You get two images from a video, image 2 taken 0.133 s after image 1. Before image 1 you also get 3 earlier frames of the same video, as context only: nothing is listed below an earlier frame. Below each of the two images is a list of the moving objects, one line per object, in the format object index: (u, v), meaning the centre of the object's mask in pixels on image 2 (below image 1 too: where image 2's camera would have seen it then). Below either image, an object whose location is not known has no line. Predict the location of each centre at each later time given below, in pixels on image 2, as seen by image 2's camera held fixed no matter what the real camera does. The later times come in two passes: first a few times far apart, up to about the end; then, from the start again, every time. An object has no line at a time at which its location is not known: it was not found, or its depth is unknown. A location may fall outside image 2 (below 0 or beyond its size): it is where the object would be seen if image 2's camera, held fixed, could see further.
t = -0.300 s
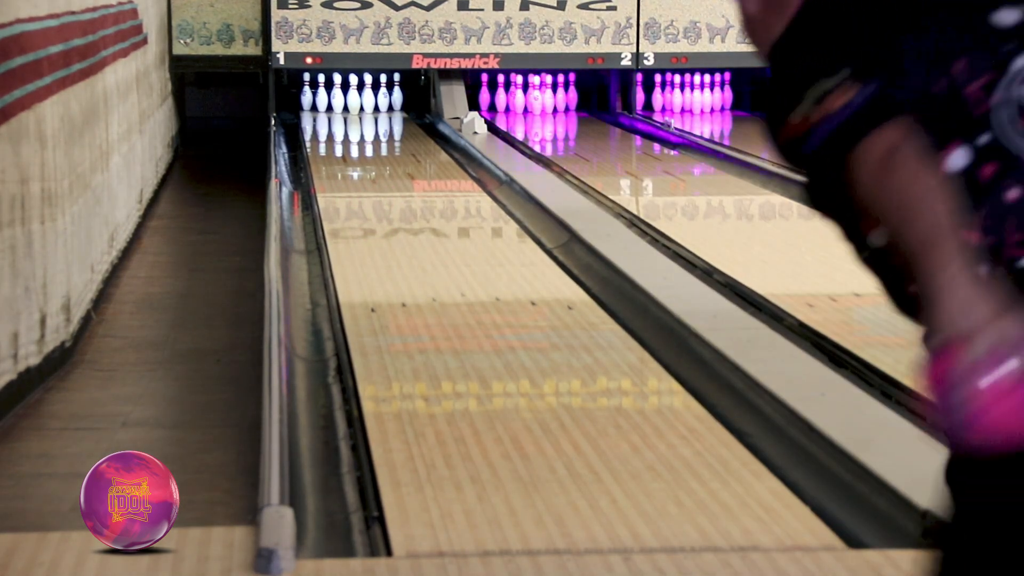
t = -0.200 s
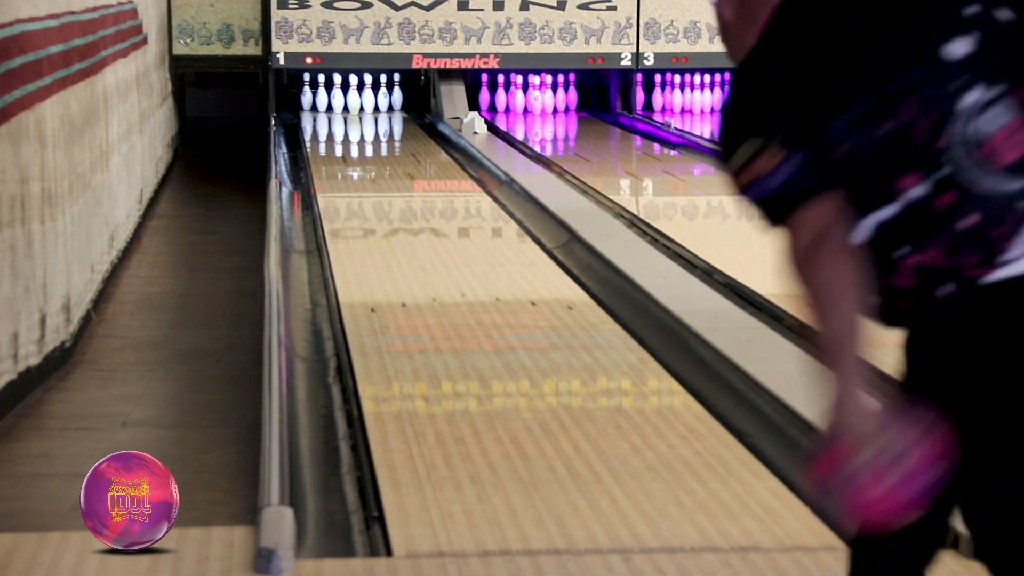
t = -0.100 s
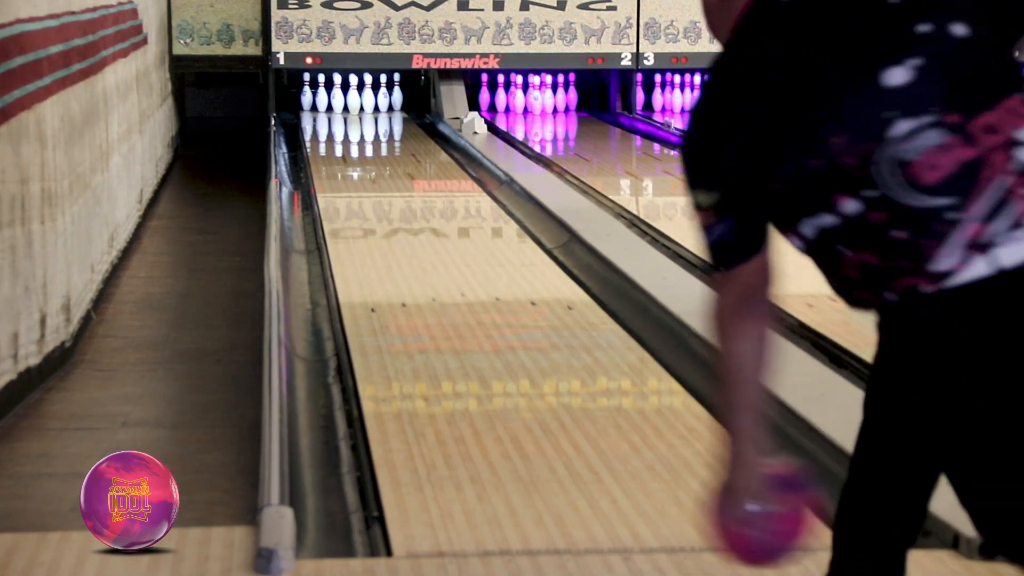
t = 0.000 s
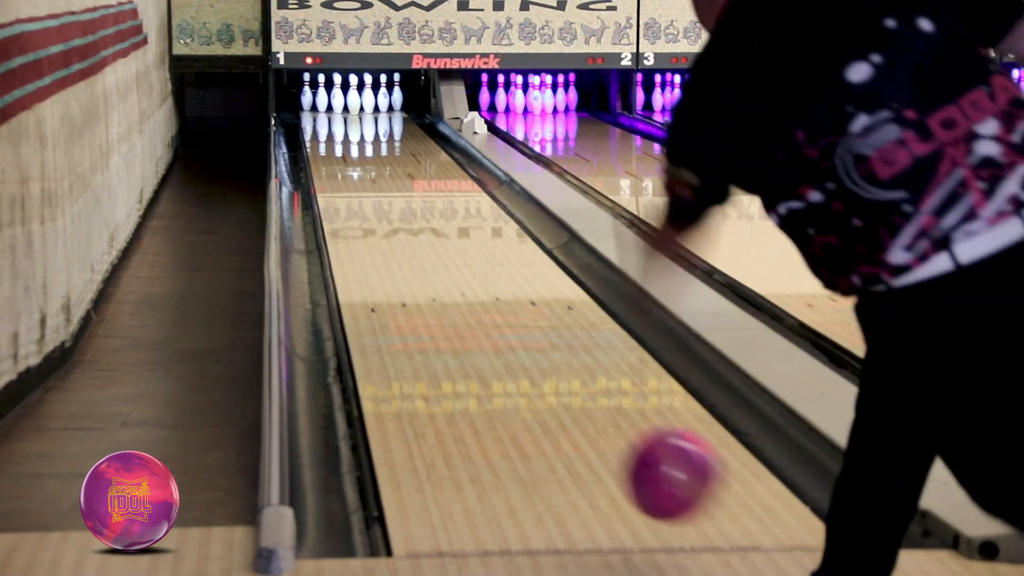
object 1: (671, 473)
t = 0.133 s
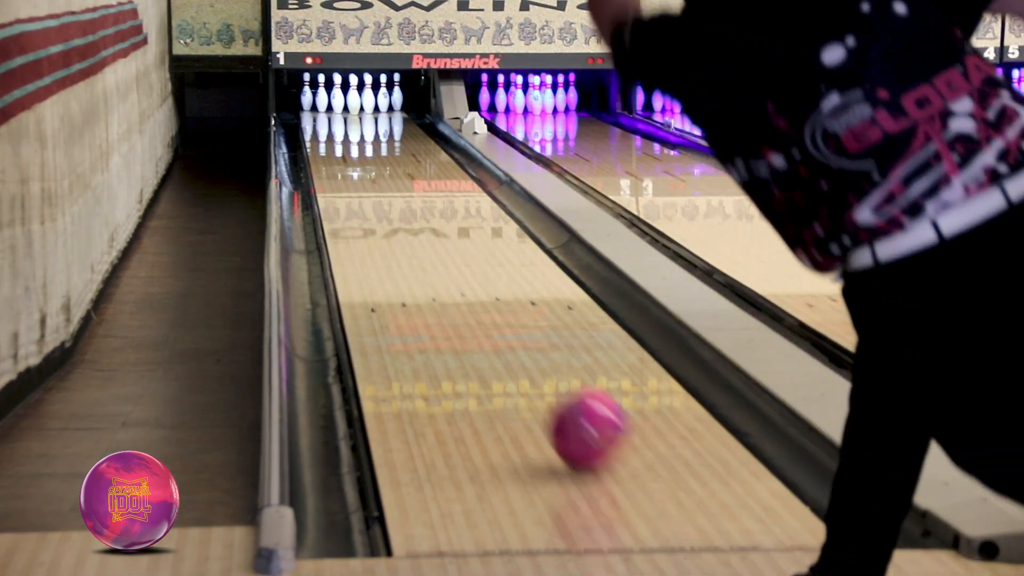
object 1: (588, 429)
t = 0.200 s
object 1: (557, 400)
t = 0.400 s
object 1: (486, 326)
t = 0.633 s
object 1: (432, 266)
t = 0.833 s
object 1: (400, 230)
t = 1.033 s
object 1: (376, 200)
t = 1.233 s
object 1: (358, 177)
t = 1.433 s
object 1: (343, 160)
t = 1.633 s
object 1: (334, 145)
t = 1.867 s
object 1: (328, 130)
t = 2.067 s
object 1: (331, 120)
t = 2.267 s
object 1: (339, 112)
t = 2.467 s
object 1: (345, 104)
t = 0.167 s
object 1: (572, 413)
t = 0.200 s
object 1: (557, 400)
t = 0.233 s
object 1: (542, 386)
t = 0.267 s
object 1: (529, 372)
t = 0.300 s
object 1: (518, 360)
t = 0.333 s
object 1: (507, 348)
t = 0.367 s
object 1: (496, 336)
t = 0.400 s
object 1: (486, 326)
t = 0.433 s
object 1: (477, 316)
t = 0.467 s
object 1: (469, 307)
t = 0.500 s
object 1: (460, 298)
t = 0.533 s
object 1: (453, 289)
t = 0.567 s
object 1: (445, 281)
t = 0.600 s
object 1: (439, 274)
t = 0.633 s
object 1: (432, 266)
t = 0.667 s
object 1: (426, 260)
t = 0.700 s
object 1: (420, 253)
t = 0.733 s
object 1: (415, 247)
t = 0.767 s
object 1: (409, 241)
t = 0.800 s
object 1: (405, 235)
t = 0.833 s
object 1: (400, 230)
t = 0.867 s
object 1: (395, 224)
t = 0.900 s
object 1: (391, 219)
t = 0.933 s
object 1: (387, 214)
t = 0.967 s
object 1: (383, 209)
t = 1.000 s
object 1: (379, 204)
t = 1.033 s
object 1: (376, 200)
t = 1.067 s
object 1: (373, 196)
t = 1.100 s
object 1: (369, 192)
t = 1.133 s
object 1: (366, 188)
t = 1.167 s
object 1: (363, 184)
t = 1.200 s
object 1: (360, 181)
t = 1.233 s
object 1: (358, 177)
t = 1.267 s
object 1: (355, 174)
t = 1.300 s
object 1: (352, 171)
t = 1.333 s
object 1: (350, 168)
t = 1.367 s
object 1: (348, 165)
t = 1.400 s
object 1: (345, 162)
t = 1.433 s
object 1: (343, 160)
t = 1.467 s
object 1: (342, 157)
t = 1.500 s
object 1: (340, 154)
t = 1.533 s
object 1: (338, 152)
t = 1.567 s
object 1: (337, 149)
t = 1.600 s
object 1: (335, 147)
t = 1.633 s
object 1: (334, 145)
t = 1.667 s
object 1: (332, 142)
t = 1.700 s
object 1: (331, 140)
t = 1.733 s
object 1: (330, 137)
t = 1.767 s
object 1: (329, 136)
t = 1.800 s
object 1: (329, 134)
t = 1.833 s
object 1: (328, 132)
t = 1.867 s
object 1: (328, 130)
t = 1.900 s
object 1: (328, 128)
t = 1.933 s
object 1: (328, 127)
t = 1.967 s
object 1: (328, 125)
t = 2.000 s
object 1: (329, 123)
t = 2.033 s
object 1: (330, 122)
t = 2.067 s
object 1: (331, 120)
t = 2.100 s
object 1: (332, 119)
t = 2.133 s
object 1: (334, 118)
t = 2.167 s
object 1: (335, 116)
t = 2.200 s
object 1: (337, 115)
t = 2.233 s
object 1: (338, 114)
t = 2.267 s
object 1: (339, 112)
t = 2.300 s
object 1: (341, 111)
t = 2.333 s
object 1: (343, 109)
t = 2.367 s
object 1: (344, 108)
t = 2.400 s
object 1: (345, 107)
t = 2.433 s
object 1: (346, 105)
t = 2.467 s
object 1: (345, 104)
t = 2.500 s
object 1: (345, 103)
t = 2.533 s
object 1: (345, 102)
